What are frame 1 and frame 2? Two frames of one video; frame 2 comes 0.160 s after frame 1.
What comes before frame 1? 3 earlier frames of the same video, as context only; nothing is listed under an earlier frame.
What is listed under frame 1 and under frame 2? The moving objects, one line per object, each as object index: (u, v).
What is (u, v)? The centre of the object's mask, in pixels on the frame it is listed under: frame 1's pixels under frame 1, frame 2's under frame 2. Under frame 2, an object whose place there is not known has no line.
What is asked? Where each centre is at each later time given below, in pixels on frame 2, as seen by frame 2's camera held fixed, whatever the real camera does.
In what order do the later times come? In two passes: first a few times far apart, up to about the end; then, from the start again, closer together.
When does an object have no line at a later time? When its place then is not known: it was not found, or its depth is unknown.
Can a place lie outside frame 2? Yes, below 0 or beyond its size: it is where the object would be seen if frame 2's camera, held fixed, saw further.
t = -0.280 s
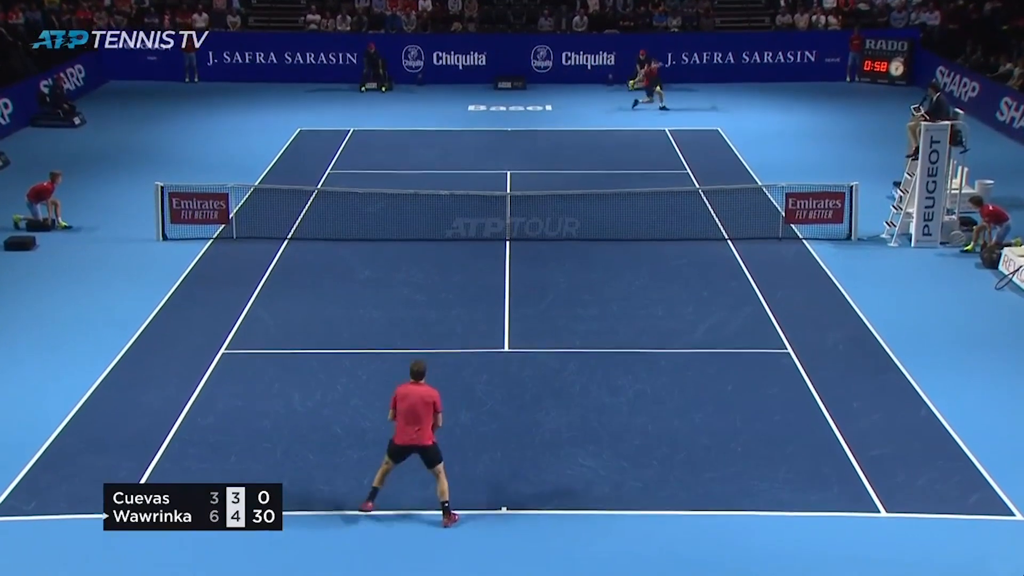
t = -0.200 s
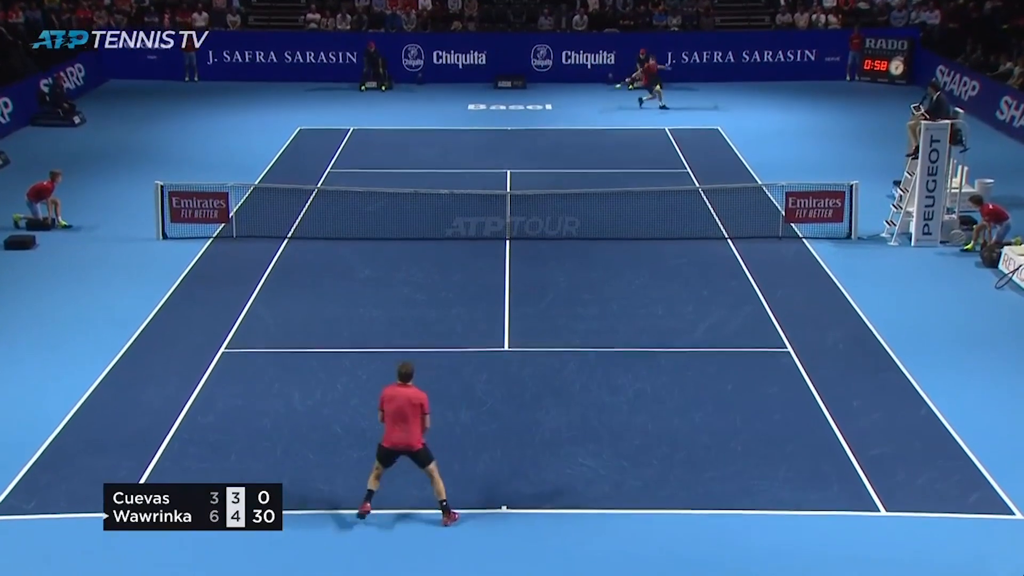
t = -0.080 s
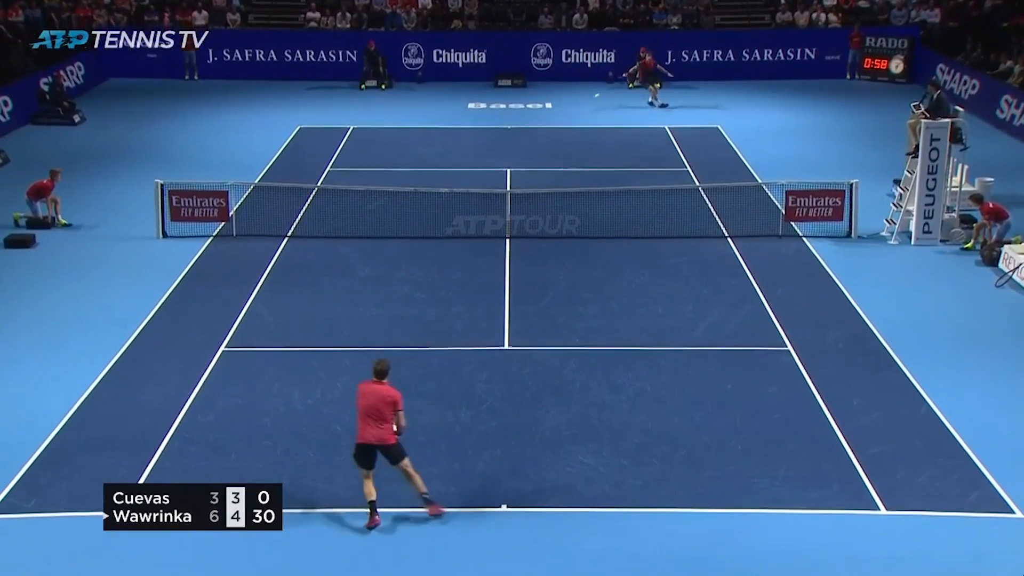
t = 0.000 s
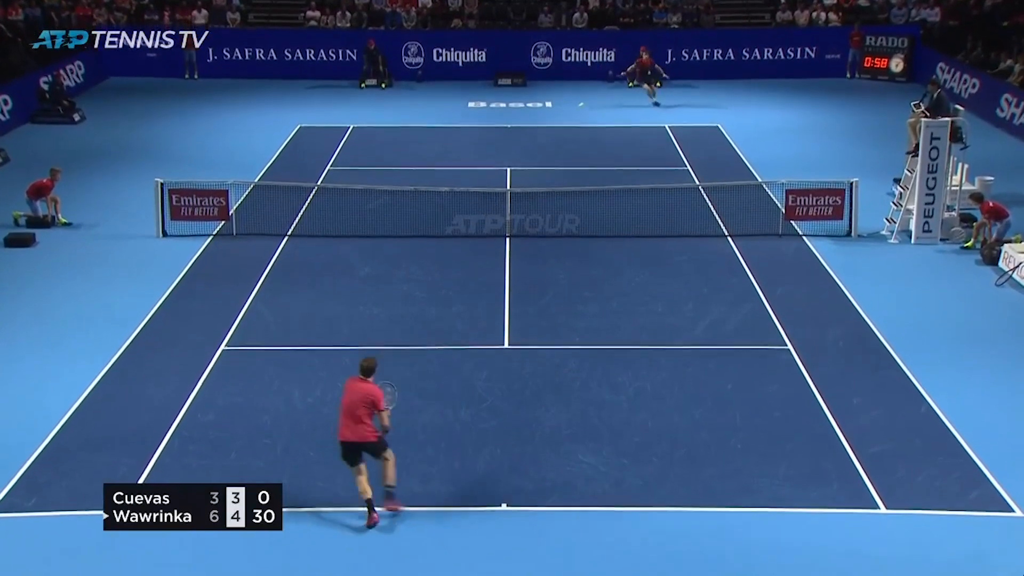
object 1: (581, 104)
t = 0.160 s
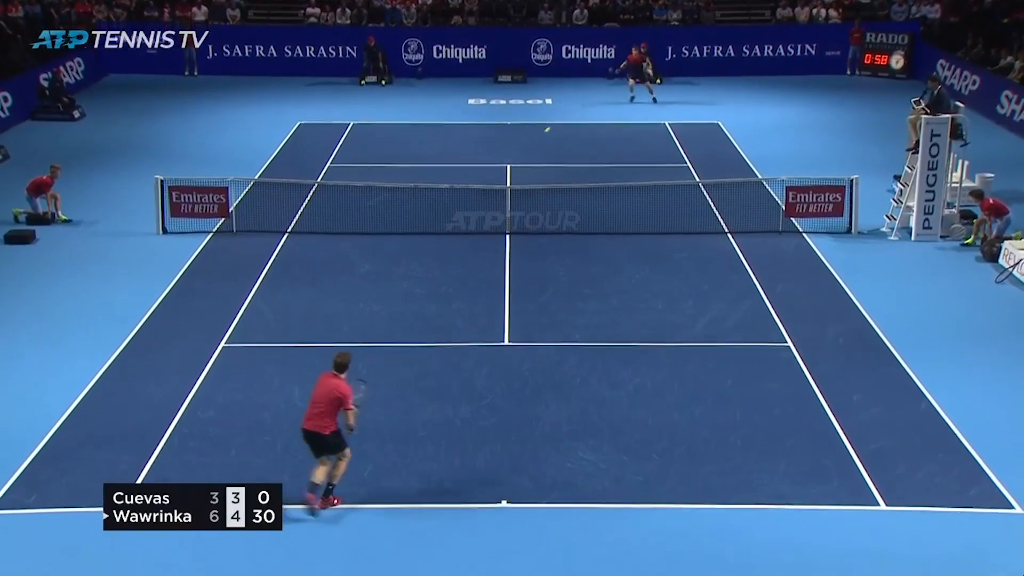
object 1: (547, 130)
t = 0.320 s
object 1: (510, 170)
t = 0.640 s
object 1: (420, 298)
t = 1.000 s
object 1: (322, 361)
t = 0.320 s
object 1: (510, 170)
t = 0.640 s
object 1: (420, 298)
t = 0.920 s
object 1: (342, 358)
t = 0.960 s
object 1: (332, 359)
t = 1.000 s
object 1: (322, 361)
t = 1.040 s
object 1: (311, 364)
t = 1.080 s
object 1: (301, 368)
